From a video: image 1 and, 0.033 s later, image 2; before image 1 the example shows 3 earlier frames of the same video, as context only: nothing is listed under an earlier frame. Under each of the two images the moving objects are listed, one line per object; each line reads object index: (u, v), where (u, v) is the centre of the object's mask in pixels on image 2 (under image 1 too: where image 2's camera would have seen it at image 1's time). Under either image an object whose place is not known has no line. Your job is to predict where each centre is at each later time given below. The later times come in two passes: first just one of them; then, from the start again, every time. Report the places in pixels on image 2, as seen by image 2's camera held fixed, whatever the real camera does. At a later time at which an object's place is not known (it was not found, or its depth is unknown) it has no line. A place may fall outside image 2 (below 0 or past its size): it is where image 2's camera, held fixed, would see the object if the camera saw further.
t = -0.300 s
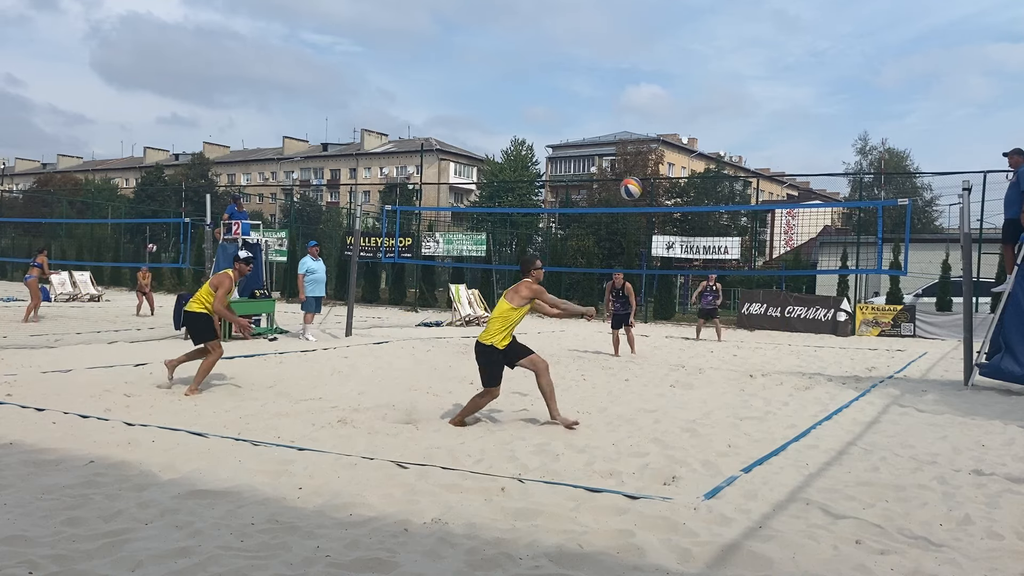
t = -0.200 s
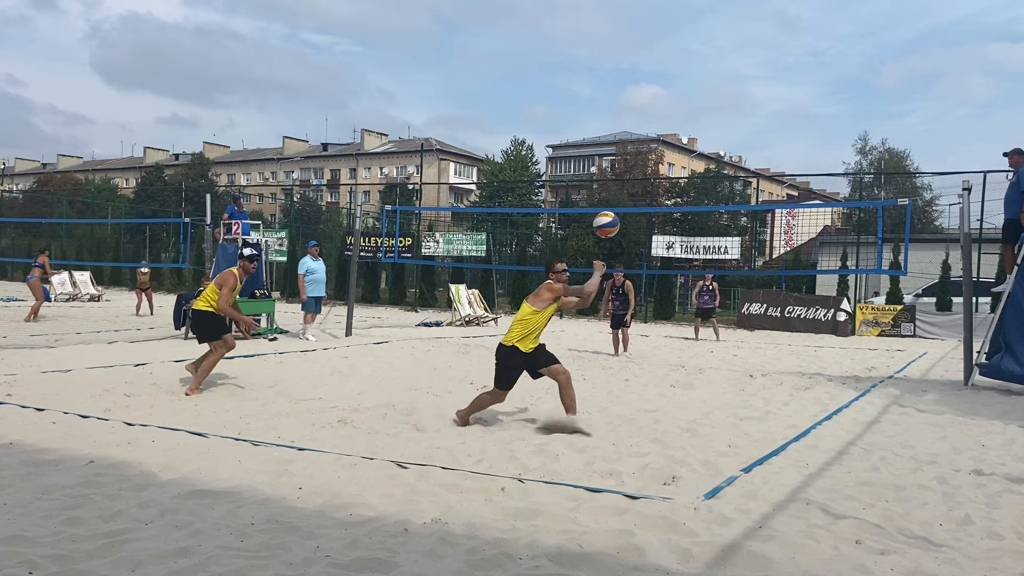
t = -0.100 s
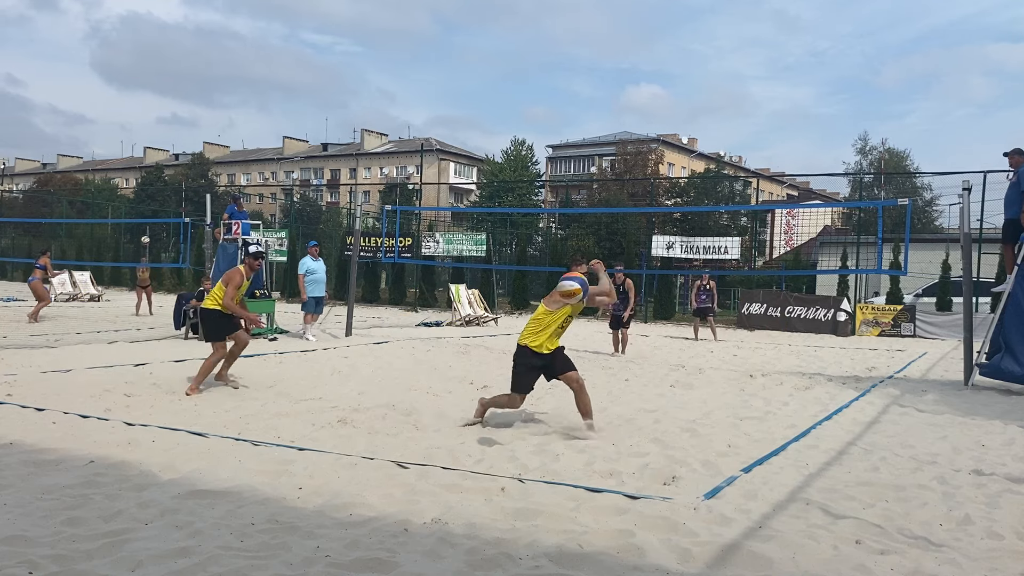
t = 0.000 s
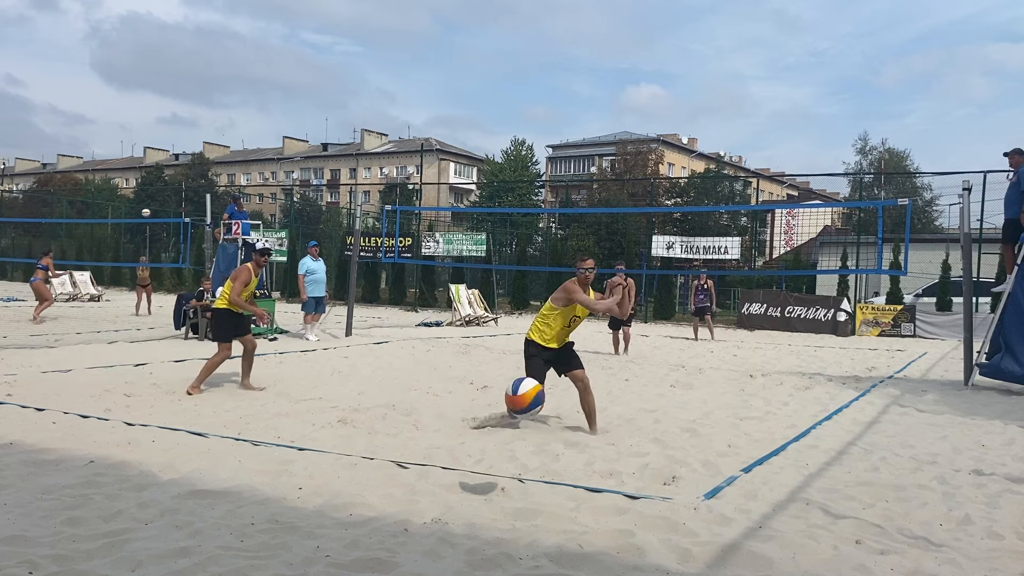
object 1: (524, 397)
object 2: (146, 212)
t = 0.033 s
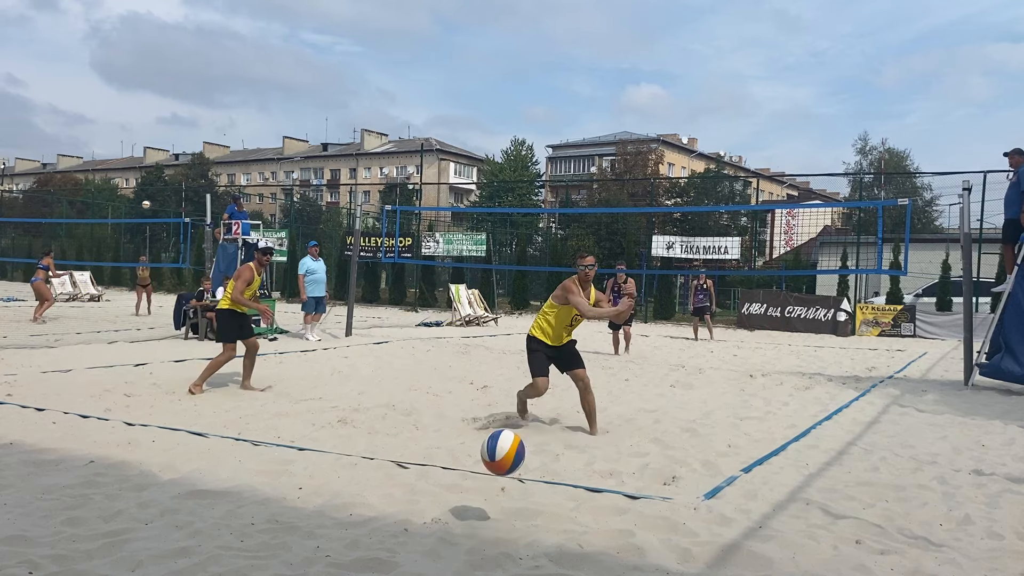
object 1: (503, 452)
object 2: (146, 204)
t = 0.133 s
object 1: (441, 508)
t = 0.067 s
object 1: (477, 522)
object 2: (146, 196)
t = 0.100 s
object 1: (457, 535)
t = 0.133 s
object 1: (441, 508)
